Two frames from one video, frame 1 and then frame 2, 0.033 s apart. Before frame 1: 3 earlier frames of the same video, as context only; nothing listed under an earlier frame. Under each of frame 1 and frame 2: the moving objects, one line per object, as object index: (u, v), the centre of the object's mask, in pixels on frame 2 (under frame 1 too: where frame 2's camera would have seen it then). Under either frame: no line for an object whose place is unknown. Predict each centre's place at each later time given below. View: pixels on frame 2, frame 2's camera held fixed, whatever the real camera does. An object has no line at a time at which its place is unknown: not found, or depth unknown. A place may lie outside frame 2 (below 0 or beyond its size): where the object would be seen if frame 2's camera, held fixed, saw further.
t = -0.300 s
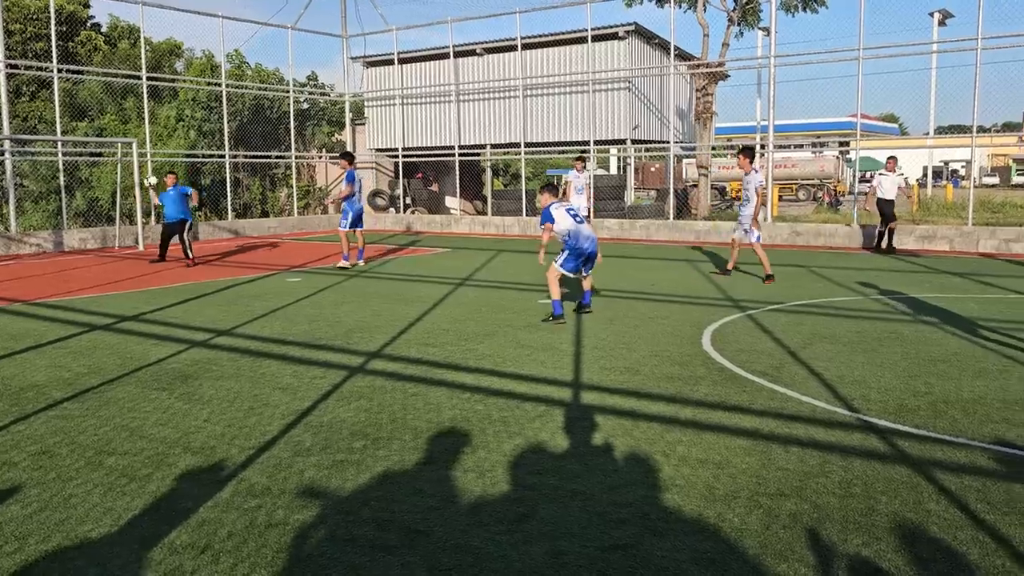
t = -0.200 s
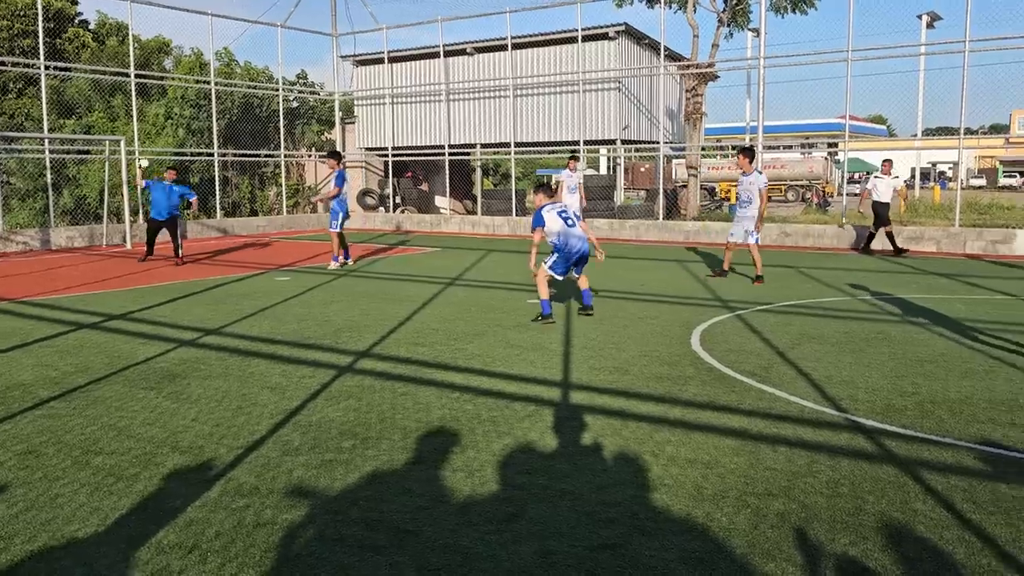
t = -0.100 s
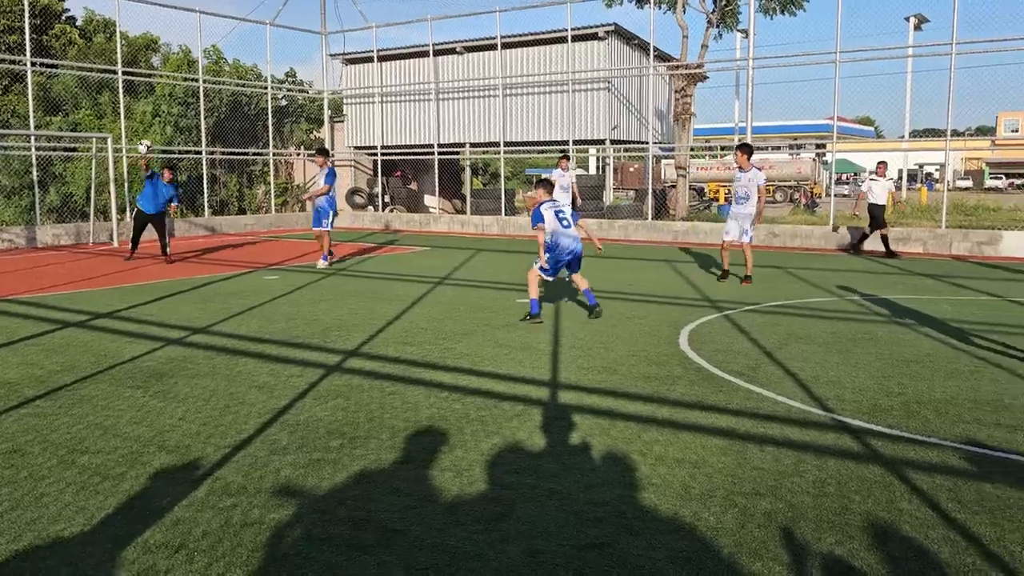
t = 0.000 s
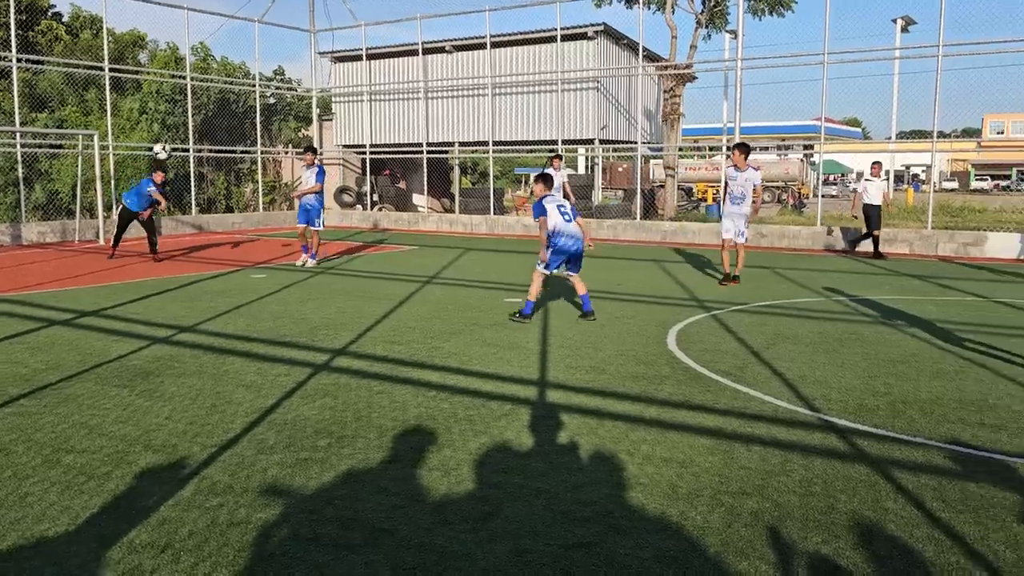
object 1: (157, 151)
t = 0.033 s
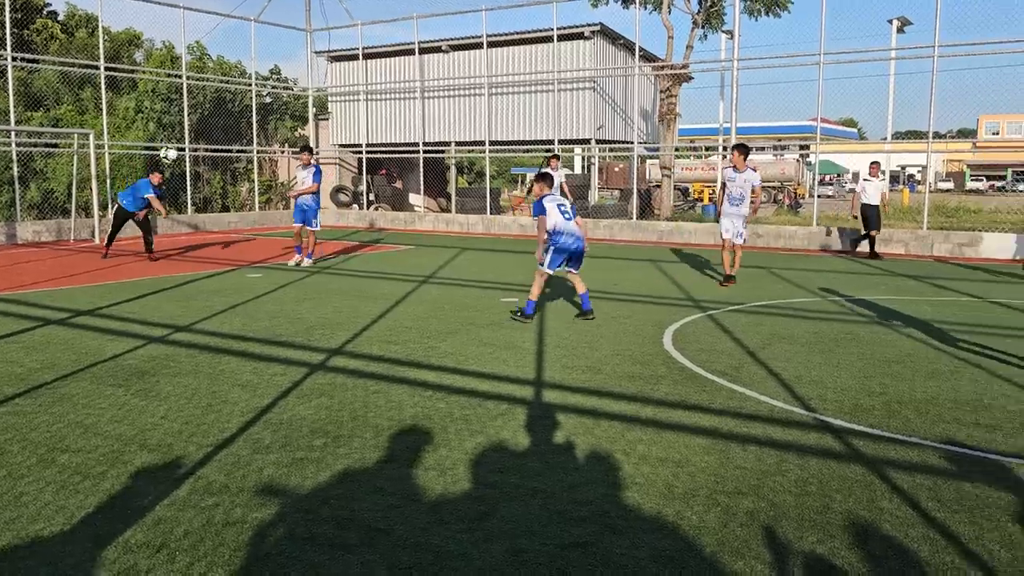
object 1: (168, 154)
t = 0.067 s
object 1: (180, 160)
